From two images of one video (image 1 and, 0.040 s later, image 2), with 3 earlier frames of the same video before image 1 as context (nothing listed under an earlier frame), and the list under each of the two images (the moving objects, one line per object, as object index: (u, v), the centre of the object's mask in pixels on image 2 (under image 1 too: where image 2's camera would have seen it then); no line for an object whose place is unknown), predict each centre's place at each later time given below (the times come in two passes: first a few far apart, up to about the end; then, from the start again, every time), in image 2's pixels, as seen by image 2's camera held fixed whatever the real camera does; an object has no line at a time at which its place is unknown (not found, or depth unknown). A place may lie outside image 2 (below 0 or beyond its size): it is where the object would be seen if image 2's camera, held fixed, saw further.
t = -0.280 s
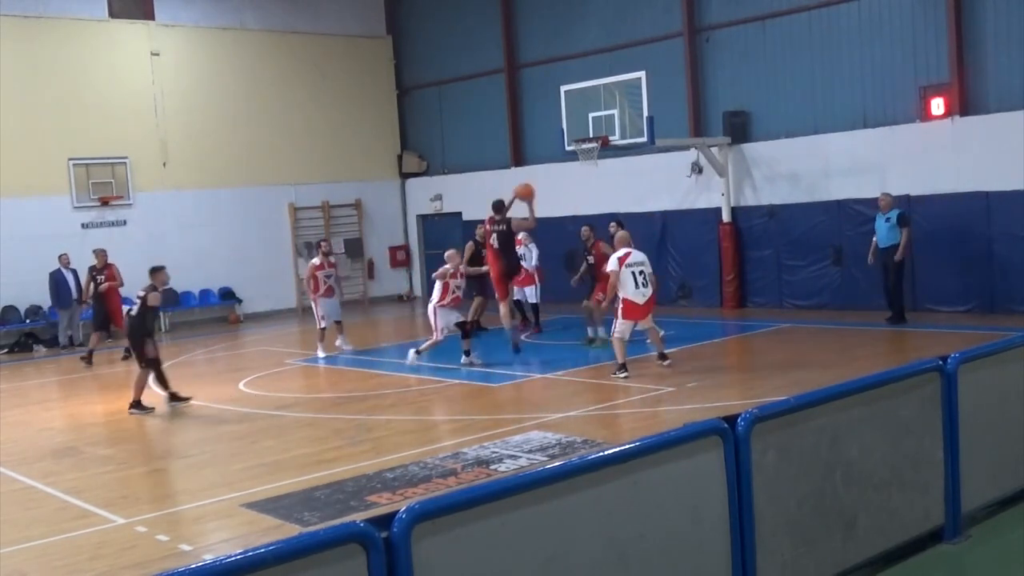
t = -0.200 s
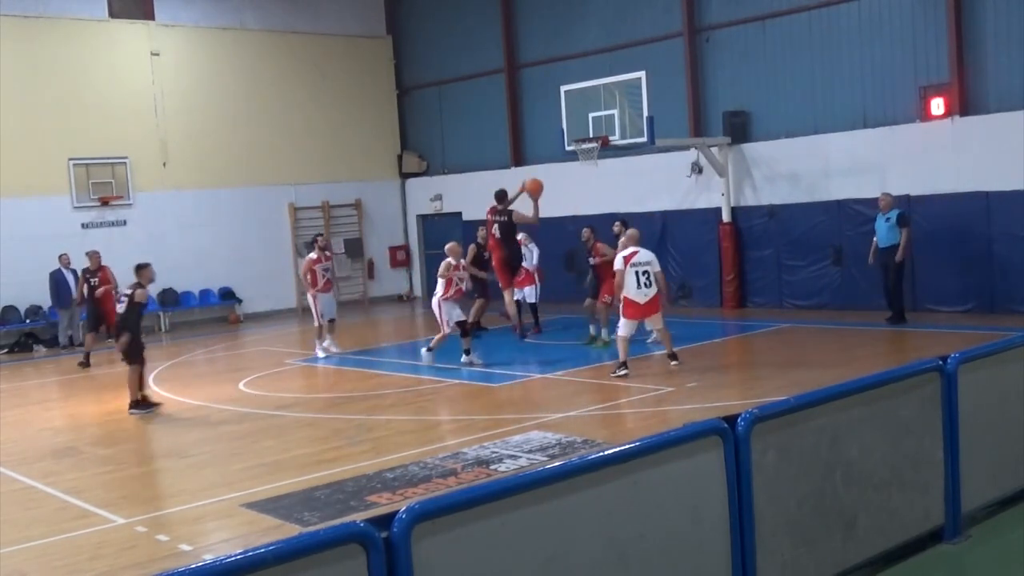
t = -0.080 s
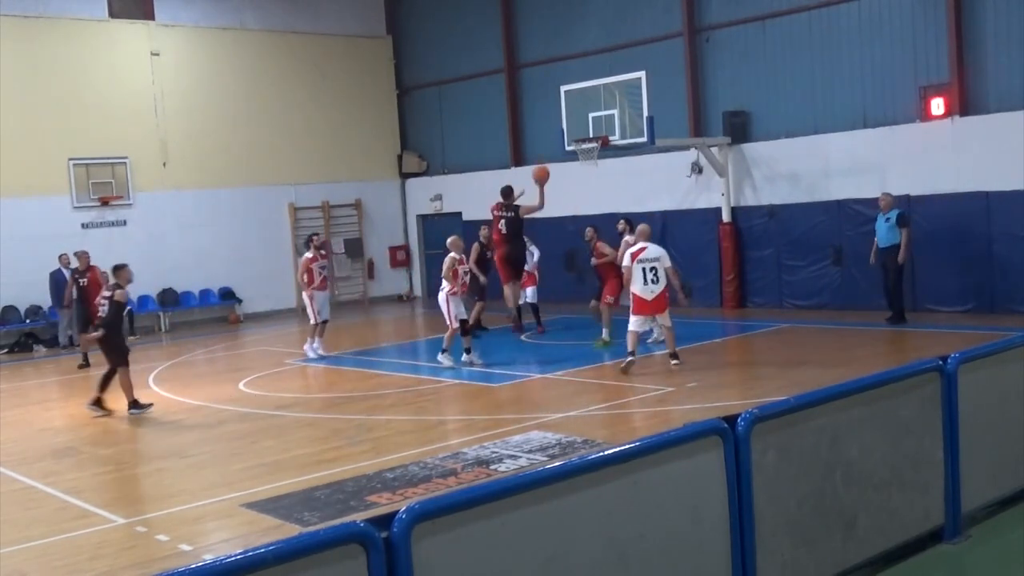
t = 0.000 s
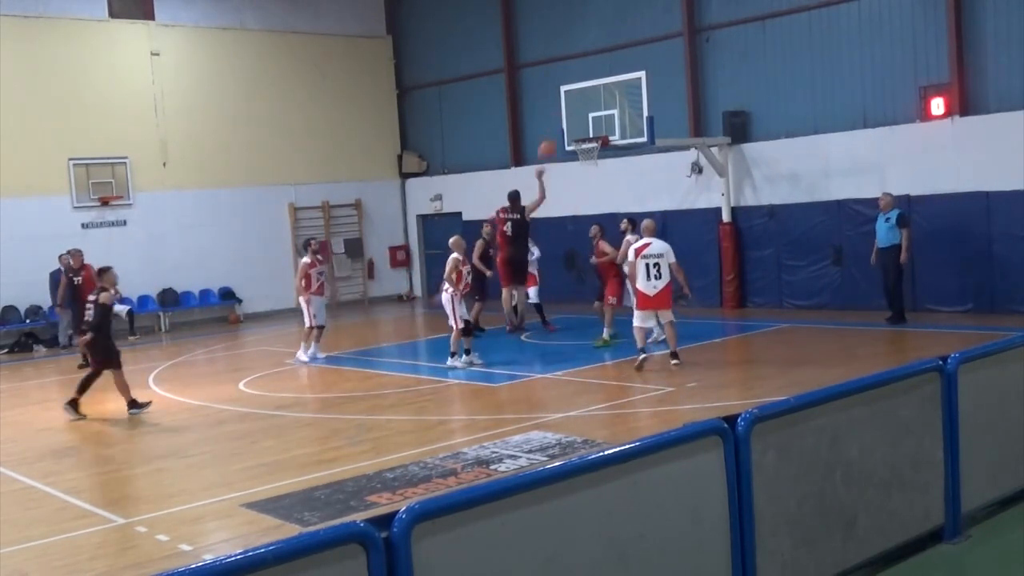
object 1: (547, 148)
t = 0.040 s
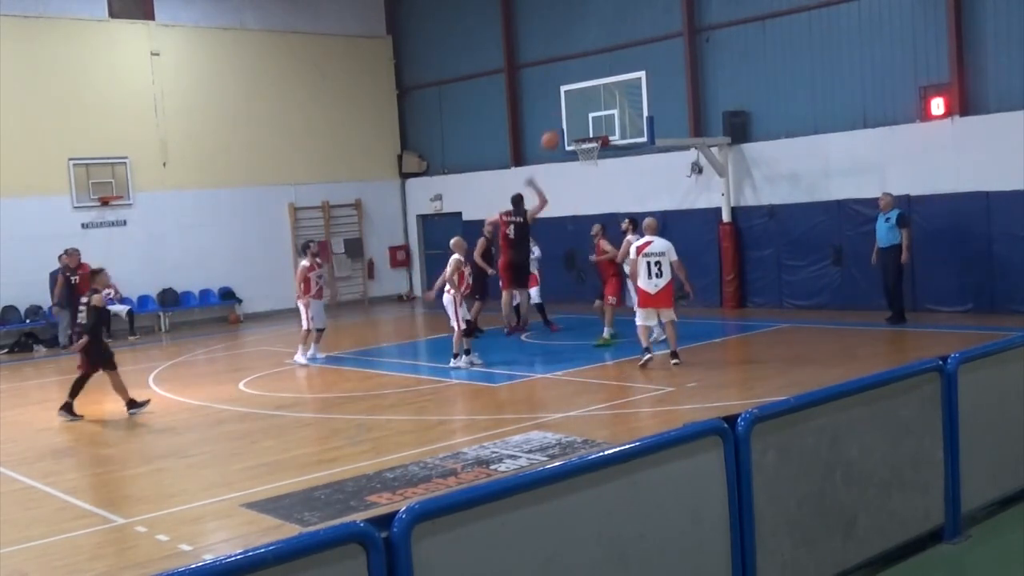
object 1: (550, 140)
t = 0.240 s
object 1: (566, 109)
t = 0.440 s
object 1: (583, 106)
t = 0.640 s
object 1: (600, 129)
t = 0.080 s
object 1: (552, 131)
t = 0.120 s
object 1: (556, 124)
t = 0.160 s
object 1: (559, 118)
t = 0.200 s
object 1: (563, 113)
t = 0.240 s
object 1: (566, 109)
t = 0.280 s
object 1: (570, 107)
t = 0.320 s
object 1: (573, 105)
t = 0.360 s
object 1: (576, 105)
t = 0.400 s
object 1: (580, 105)
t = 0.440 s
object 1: (583, 106)
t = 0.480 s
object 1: (586, 109)
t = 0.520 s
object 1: (589, 113)
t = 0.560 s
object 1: (593, 117)
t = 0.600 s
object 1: (595, 123)
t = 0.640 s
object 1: (600, 129)
